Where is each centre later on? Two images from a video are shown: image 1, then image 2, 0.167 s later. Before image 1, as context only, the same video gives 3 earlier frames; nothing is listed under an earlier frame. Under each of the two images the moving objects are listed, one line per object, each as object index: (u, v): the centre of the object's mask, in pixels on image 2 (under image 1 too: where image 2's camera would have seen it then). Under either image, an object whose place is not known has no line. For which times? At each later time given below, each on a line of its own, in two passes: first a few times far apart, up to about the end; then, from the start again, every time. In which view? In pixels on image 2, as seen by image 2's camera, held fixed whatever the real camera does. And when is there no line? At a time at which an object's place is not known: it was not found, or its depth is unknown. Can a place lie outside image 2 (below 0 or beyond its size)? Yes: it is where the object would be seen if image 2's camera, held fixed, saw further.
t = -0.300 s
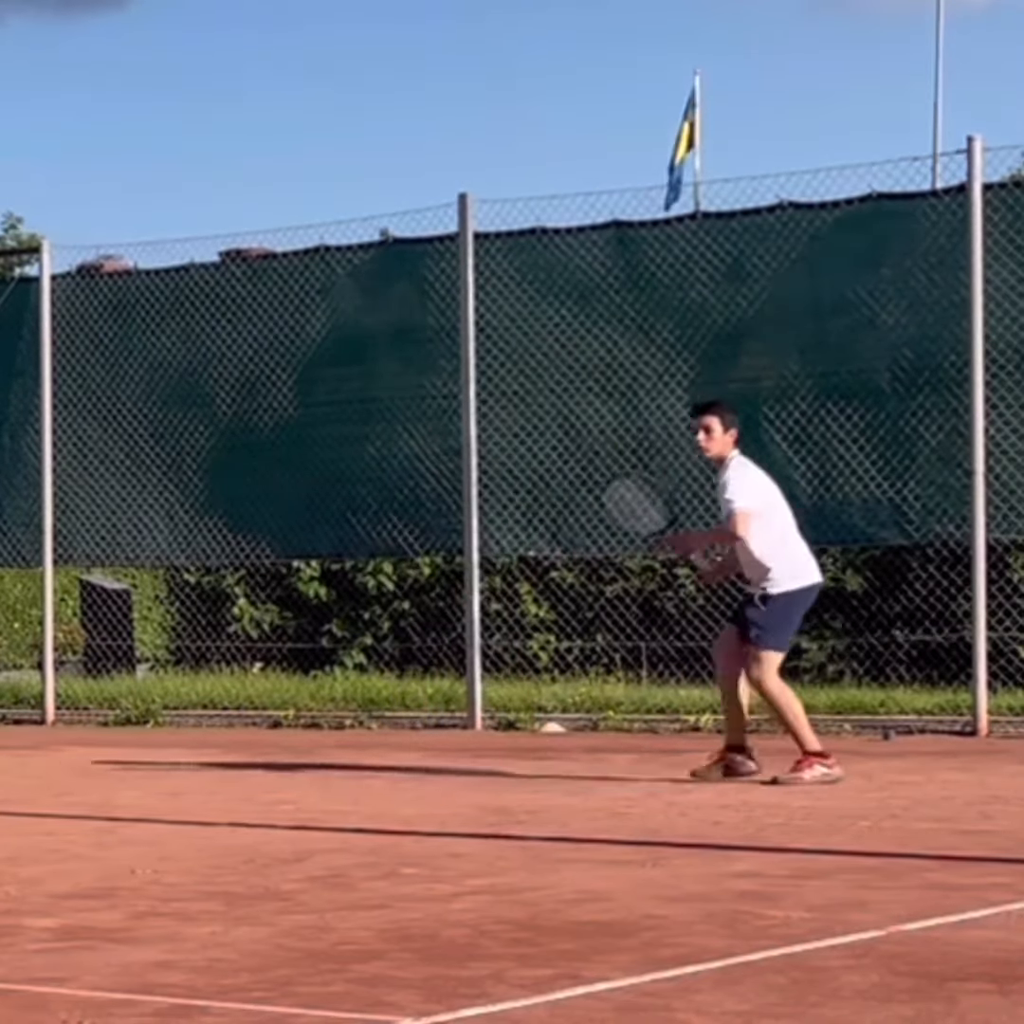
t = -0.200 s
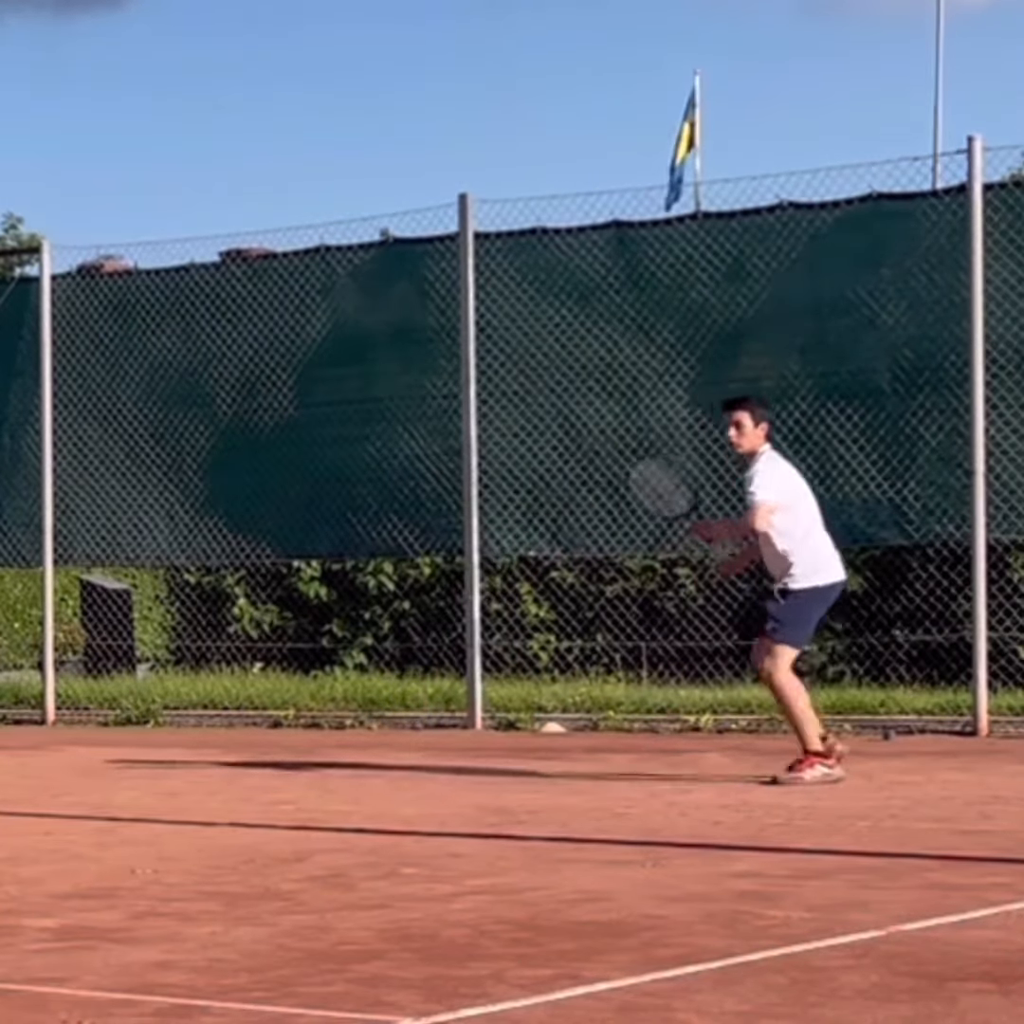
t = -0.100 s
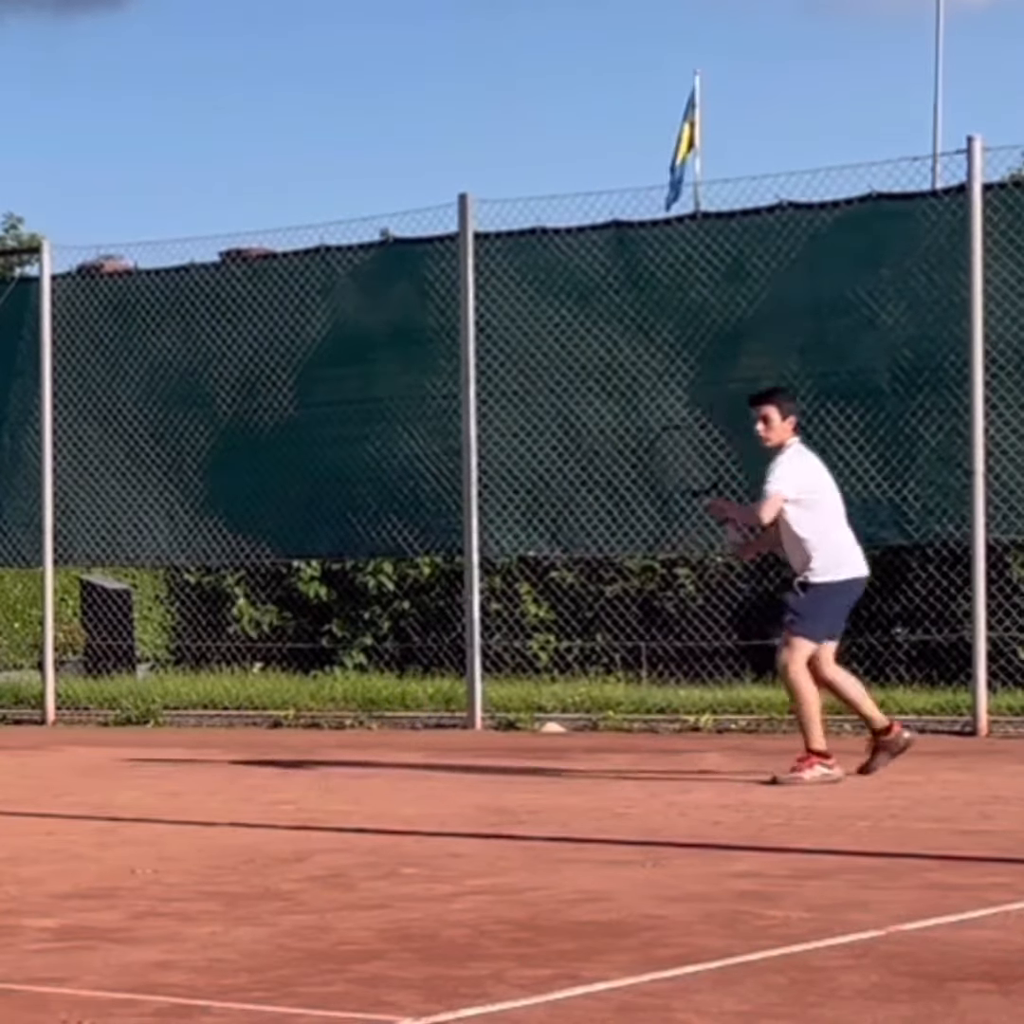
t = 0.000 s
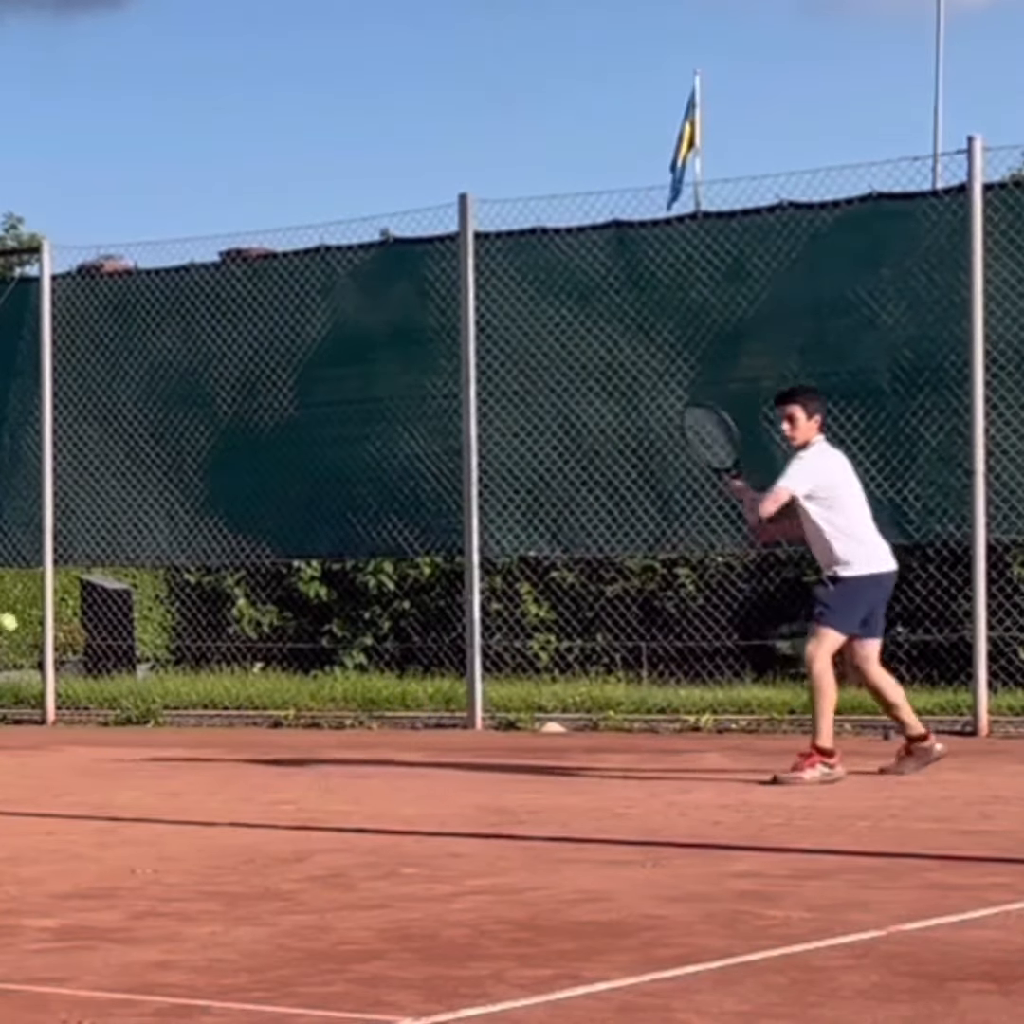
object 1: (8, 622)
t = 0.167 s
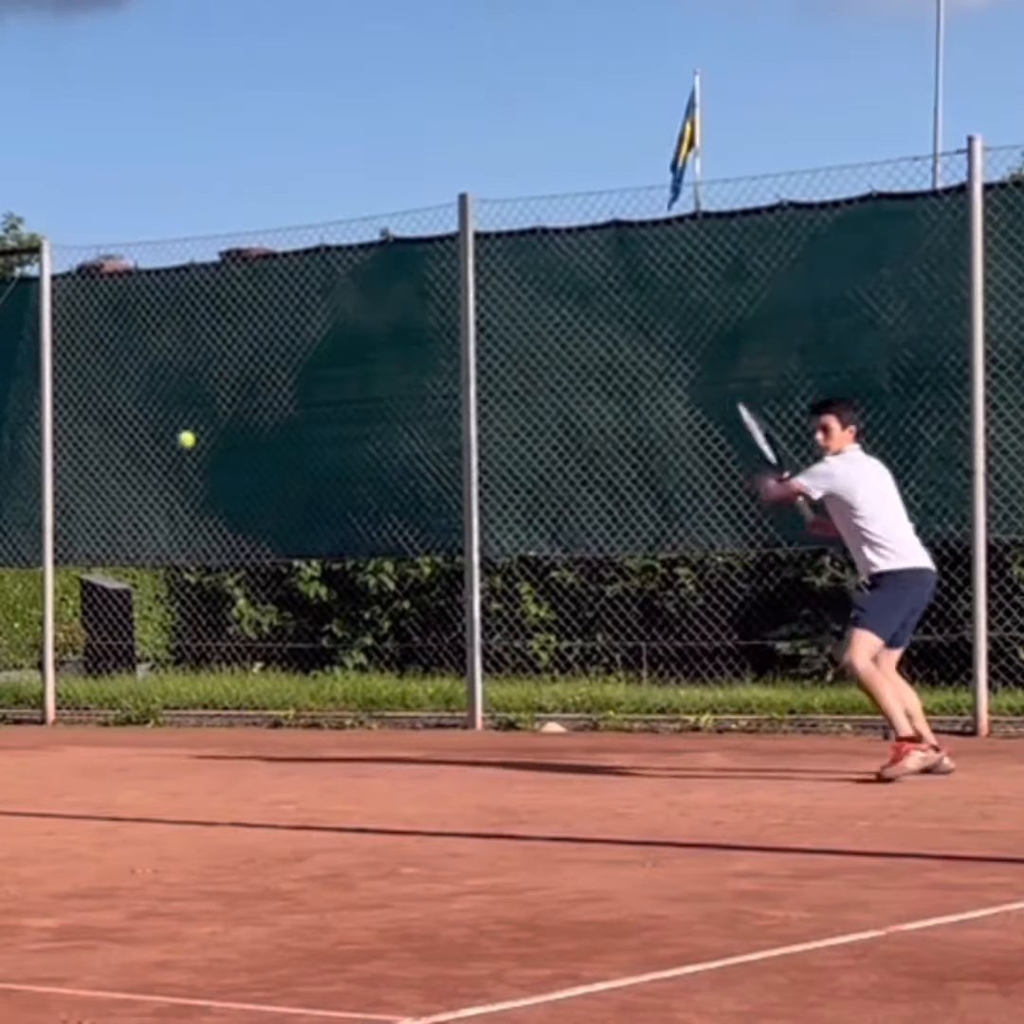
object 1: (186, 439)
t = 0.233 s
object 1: (252, 395)
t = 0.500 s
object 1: (482, 351)
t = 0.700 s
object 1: (624, 436)
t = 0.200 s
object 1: (220, 415)
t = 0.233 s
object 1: (252, 395)
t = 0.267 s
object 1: (283, 378)
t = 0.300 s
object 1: (313, 365)
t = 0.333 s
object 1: (343, 354)
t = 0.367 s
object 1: (372, 348)
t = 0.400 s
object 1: (400, 344)
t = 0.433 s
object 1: (428, 344)
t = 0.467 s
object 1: (455, 346)
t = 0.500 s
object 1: (482, 351)
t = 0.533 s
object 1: (507, 359)
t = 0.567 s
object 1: (532, 370)
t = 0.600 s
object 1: (556, 382)
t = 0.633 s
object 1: (579, 398)
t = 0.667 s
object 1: (602, 416)
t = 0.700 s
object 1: (624, 436)
